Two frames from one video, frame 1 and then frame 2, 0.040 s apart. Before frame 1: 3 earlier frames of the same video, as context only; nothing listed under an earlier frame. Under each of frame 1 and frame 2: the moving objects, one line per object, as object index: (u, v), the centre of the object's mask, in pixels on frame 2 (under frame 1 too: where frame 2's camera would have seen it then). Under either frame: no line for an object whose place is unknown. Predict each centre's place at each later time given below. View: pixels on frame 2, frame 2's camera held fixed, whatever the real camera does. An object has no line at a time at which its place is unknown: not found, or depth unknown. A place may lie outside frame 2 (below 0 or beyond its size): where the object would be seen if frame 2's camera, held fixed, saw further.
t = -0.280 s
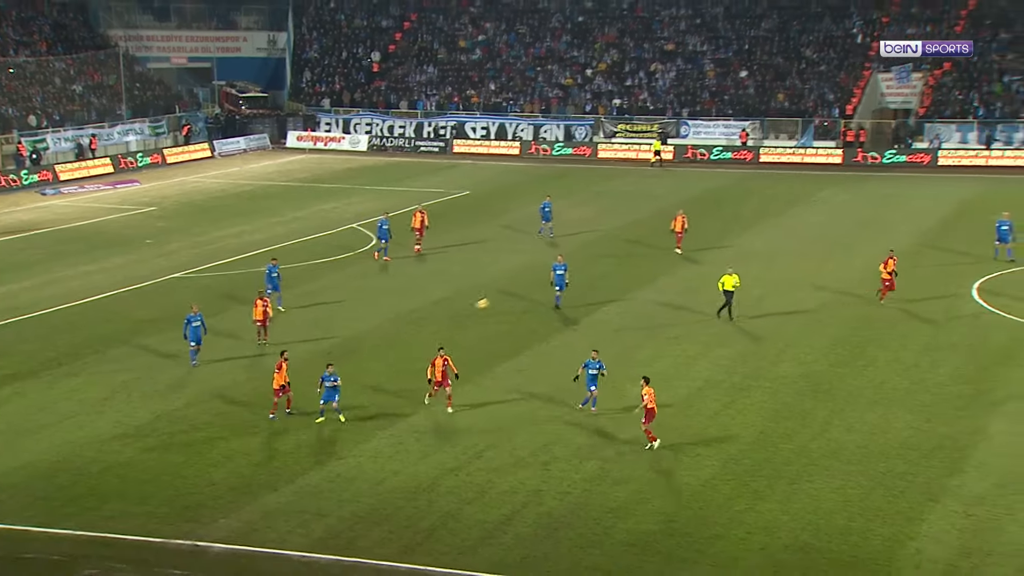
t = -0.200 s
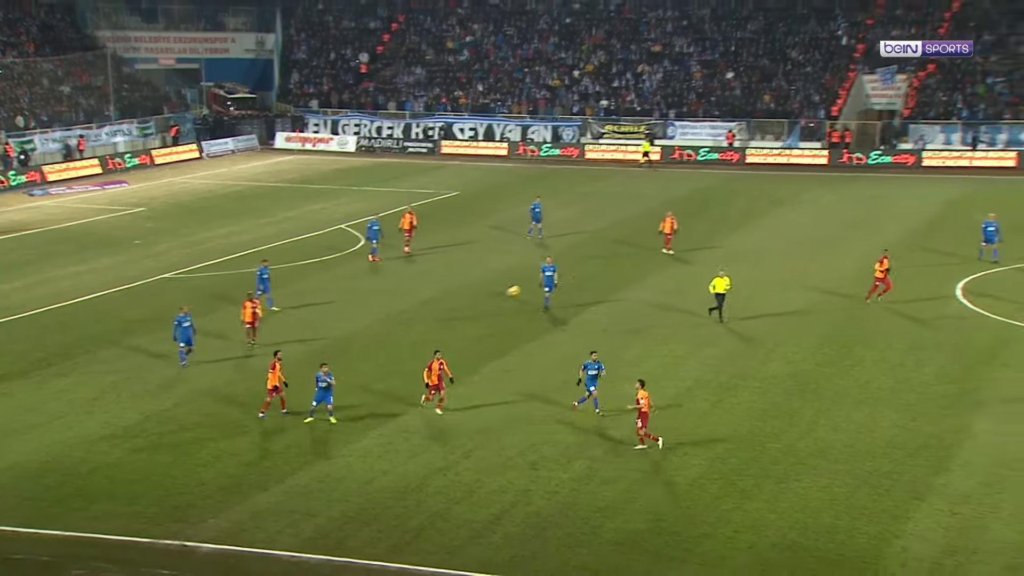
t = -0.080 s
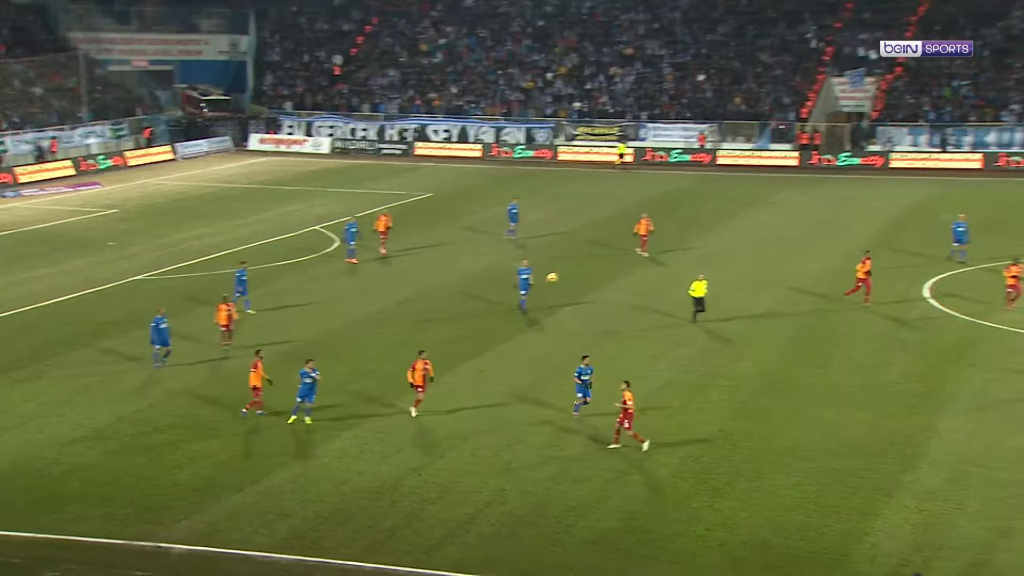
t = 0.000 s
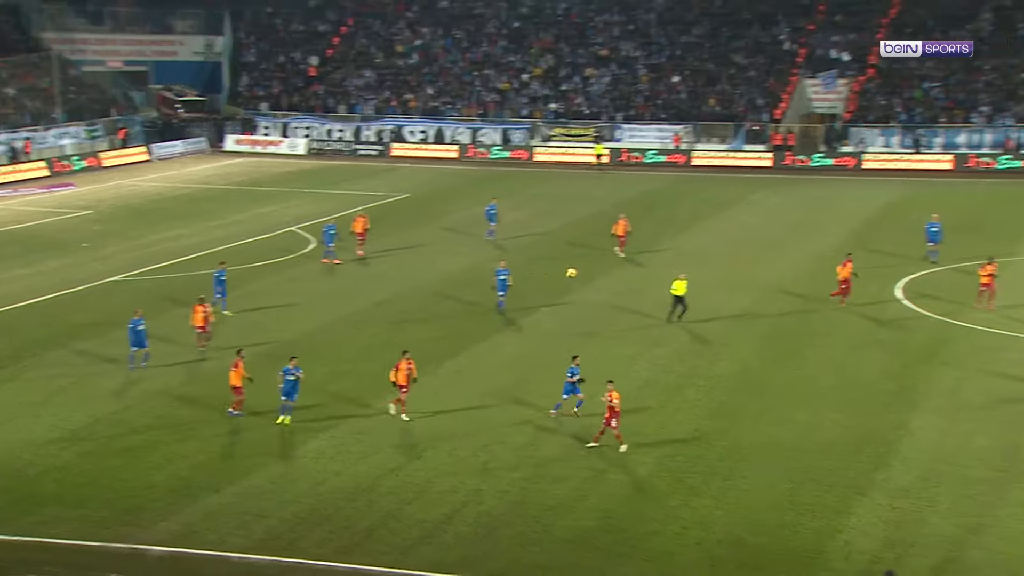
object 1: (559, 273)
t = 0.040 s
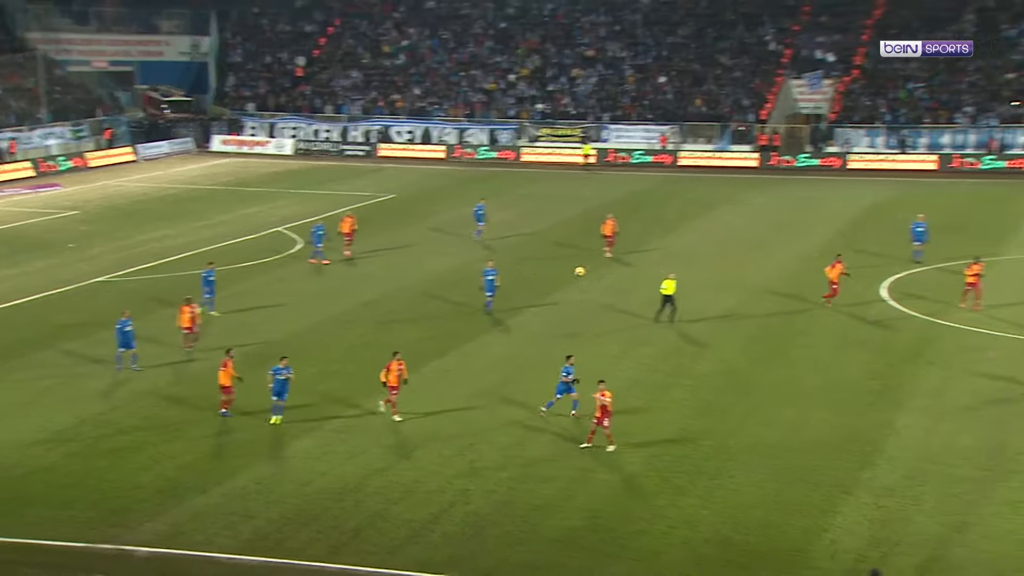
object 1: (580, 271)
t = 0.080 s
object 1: (600, 270)
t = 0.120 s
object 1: (620, 271)
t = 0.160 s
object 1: (640, 272)
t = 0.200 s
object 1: (660, 274)
